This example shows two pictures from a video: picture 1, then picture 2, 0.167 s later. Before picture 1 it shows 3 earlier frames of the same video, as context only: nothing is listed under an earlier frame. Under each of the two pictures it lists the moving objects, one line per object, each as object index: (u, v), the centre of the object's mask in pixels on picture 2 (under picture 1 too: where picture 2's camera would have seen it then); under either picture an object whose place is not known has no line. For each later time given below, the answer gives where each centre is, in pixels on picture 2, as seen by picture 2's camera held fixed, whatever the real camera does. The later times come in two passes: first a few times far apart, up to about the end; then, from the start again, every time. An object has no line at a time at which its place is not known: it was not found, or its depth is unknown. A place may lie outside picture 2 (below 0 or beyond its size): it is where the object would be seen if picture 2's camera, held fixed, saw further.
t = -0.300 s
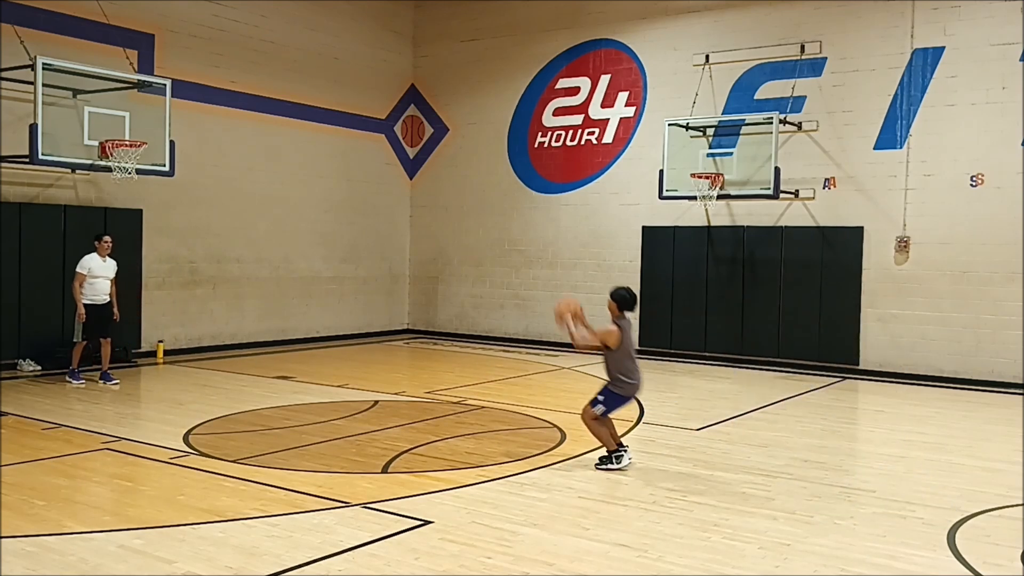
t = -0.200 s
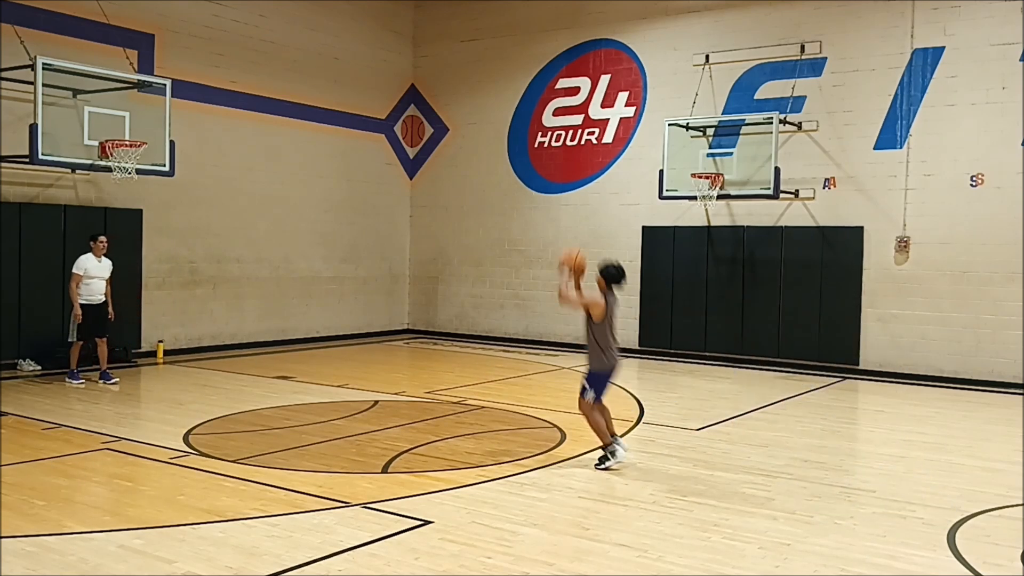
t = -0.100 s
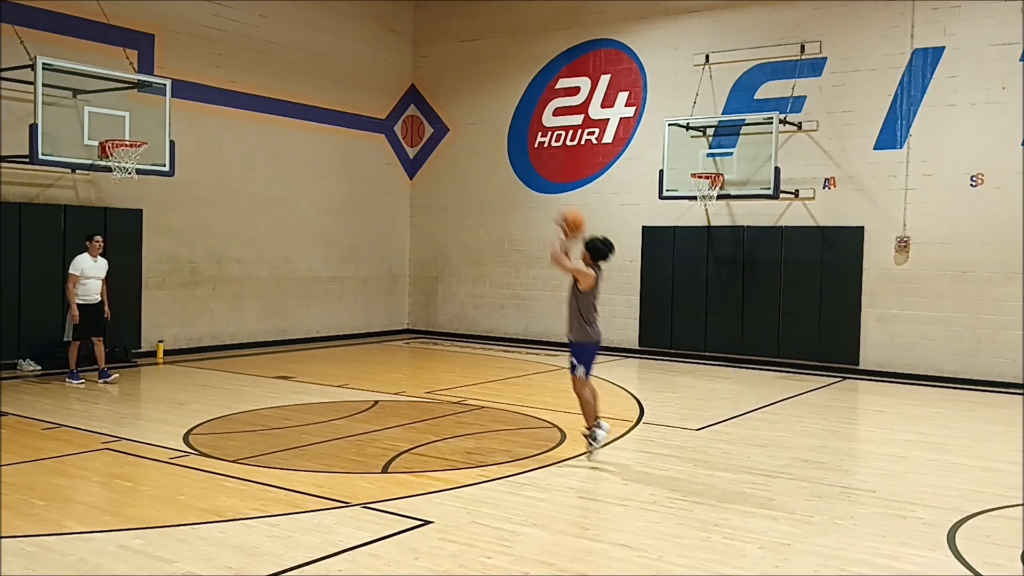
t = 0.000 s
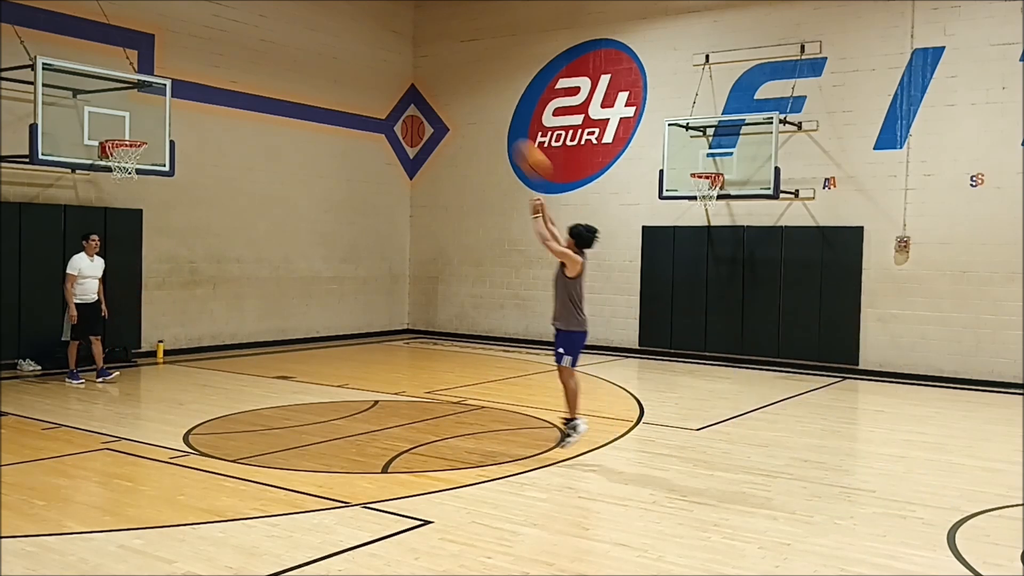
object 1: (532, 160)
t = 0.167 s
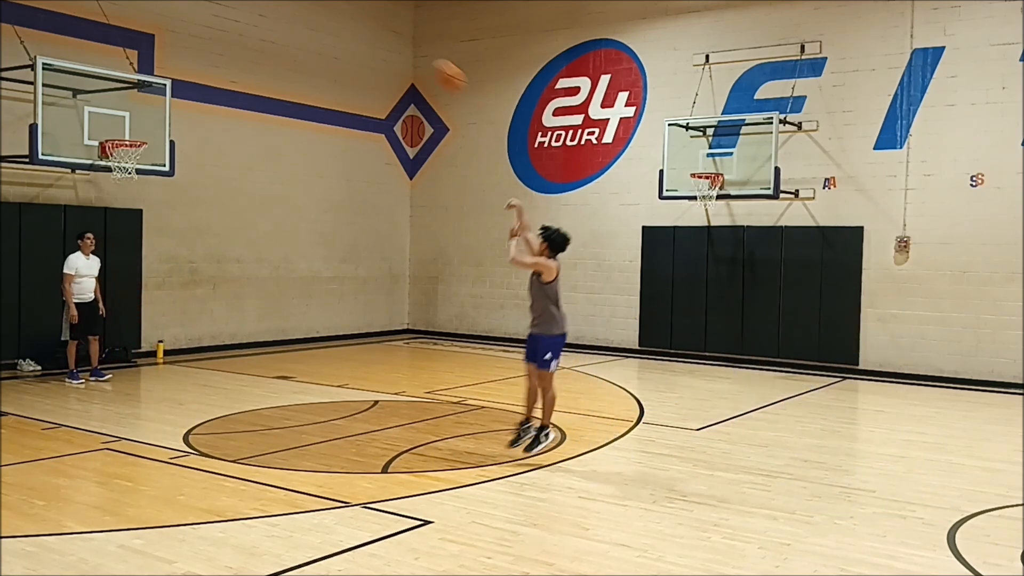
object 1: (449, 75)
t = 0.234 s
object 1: (418, 52)
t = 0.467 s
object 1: (321, 13)
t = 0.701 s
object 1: (239, 27)
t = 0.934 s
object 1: (170, 86)
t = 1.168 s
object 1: (124, 143)
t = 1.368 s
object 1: (135, 160)
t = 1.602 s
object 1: (122, 171)
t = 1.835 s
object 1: (120, 219)
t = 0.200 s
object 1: (433, 62)
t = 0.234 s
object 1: (418, 52)
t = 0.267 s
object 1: (403, 43)
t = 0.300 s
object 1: (388, 35)
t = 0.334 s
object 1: (374, 28)
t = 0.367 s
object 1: (360, 22)
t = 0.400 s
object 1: (346, 18)
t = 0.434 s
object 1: (333, 15)
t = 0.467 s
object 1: (321, 13)
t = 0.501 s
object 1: (308, 12)
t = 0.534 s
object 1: (296, 12)
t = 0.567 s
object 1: (284, 13)
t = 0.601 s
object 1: (273, 15)
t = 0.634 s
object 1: (262, 18)
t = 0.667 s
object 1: (251, 22)
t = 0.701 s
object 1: (239, 27)
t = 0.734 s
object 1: (229, 33)
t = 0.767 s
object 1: (218, 40)
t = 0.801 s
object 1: (208, 47)
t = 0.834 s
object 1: (198, 55)
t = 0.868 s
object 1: (189, 64)
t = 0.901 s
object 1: (180, 74)
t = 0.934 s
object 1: (170, 86)
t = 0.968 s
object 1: (158, 97)
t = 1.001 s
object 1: (151, 109)
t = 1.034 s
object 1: (142, 122)
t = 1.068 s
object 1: (134, 133)
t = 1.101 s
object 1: (123, 136)
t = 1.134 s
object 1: (118, 142)
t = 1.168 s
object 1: (124, 143)
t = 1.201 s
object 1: (134, 147)
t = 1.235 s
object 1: (138, 150)
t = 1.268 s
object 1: (139, 153)
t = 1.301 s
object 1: (139, 159)
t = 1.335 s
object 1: (137, 159)
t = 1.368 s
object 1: (135, 160)
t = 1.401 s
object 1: (132, 160)
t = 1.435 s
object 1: (128, 160)
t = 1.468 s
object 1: (127, 165)
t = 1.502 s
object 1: (125, 165)
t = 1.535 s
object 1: (125, 167)
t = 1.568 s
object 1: (122, 166)
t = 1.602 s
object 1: (122, 171)
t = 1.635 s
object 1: (122, 177)
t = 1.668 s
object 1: (121, 182)
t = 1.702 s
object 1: (121, 185)
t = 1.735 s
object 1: (121, 191)
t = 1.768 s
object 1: (121, 199)
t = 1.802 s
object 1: (120, 209)
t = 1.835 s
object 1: (120, 219)
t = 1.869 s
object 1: (120, 228)
